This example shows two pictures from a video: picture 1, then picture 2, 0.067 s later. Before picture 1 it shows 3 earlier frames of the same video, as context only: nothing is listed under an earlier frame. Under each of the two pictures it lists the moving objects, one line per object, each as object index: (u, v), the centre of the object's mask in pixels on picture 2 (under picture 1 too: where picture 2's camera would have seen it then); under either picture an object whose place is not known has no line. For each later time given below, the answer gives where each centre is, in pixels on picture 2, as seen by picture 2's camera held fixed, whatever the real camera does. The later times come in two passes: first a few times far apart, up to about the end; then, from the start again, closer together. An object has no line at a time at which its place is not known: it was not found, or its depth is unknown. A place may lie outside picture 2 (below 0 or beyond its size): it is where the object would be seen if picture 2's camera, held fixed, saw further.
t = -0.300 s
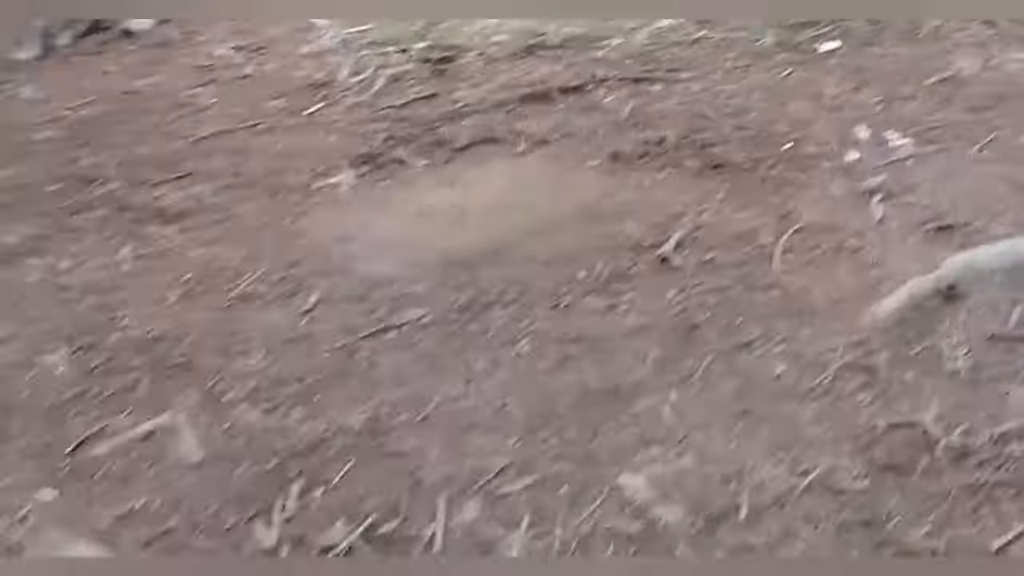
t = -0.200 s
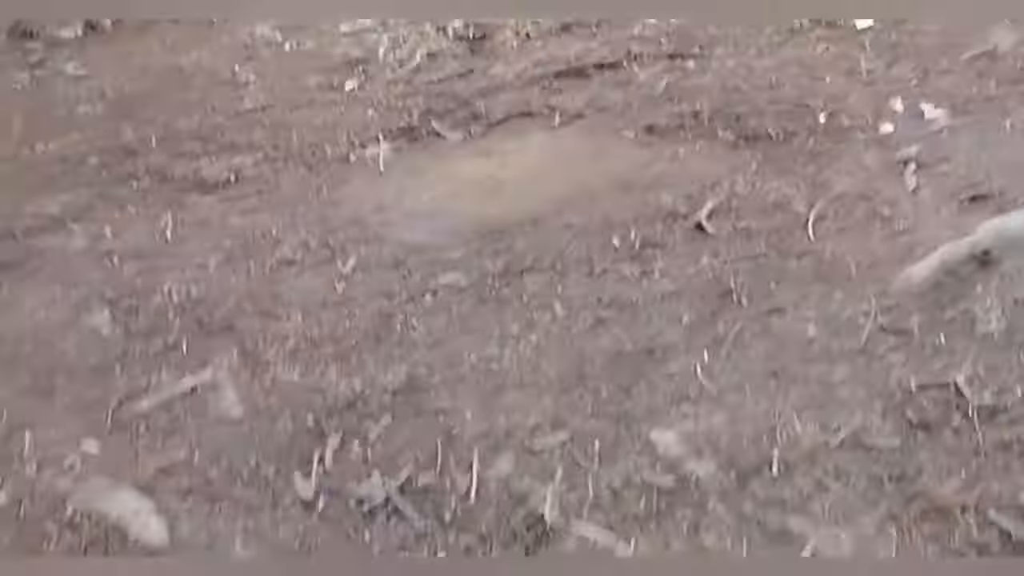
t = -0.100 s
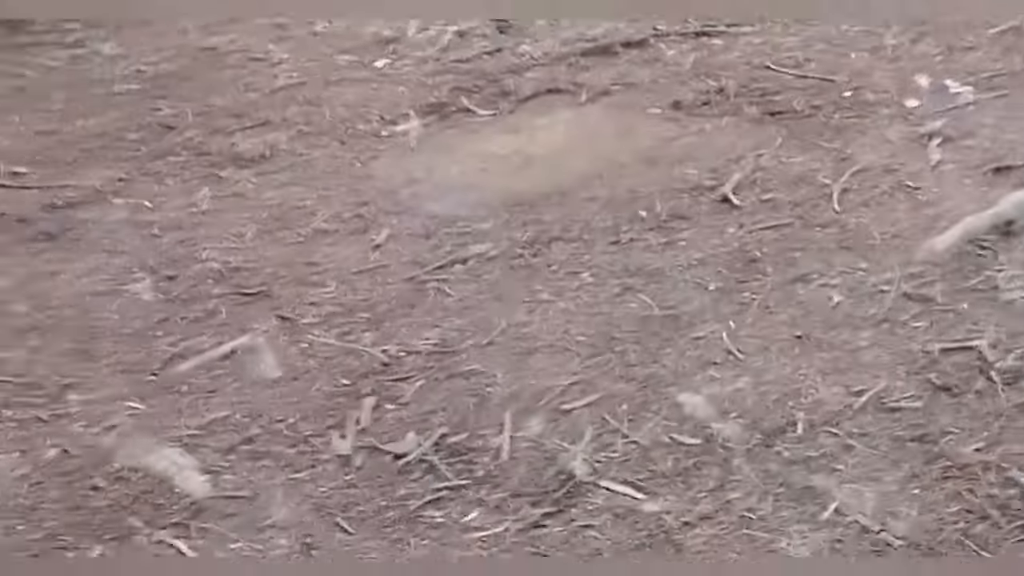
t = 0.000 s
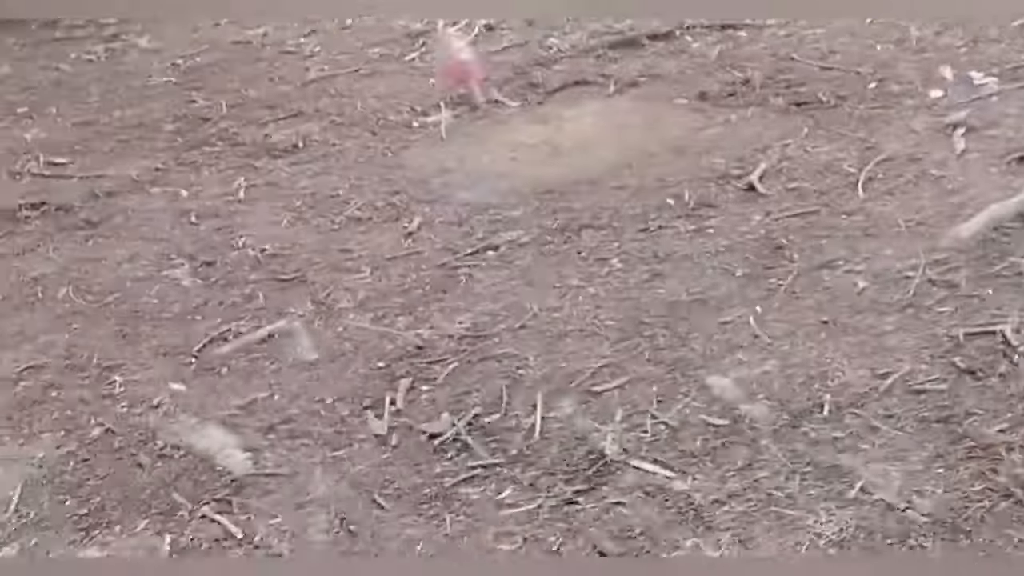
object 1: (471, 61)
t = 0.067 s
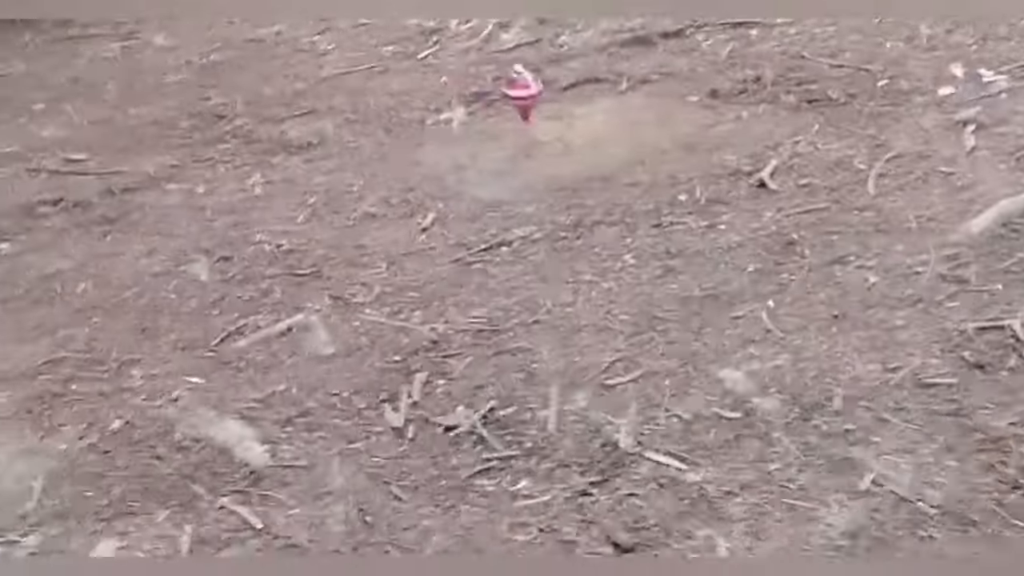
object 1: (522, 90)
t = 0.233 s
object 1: (562, 68)
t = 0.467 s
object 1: (567, 57)
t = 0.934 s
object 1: (554, 58)
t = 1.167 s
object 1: (548, 61)
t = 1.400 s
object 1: (548, 63)
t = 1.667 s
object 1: (538, 68)
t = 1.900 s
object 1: (533, 69)
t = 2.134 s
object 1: (533, 70)
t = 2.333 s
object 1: (532, 69)
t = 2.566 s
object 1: (530, 69)
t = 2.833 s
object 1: (534, 68)
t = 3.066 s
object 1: (541, 69)
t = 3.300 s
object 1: (545, 66)
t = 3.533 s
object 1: (545, 66)
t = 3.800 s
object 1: (543, 65)
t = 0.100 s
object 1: (530, 80)
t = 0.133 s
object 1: (539, 75)
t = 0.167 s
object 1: (549, 76)
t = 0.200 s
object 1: (555, 70)
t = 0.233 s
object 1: (562, 68)
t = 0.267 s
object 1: (564, 64)
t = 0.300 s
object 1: (565, 61)
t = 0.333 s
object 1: (567, 60)
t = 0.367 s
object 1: (567, 58)
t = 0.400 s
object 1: (567, 58)
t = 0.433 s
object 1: (567, 58)
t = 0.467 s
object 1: (567, 57)
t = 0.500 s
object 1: (567, 57)
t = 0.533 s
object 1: (568, 57)
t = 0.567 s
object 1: (567, 57)
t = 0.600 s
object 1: (564, 58)
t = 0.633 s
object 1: (560, 58)
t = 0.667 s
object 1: (558, 58)
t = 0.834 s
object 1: (554, 58)
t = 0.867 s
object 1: (554, 59)
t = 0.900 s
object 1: (555, 58)
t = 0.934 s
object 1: (554, 58)
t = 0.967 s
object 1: (552, 60)
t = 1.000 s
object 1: (550, 60)
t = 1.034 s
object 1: (549, 60)
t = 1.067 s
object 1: (549, 60)
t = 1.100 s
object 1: (549, 60)
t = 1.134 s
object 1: (549, 61)
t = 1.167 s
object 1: (548, 61)
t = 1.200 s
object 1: (548, 61)
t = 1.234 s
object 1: (548, 61)
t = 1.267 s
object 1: (548, 61)
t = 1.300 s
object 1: (548, 62)
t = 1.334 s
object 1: (548, 62)
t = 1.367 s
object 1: (548, 62)
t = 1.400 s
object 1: (548, 63)
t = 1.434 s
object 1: (547, 63)
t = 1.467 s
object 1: (547, 63)
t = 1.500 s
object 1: (546, 63)
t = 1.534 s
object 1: (545, 65)
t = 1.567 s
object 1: (542, 66)
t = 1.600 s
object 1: (540, 67)
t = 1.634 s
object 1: (538, 67)
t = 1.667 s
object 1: (538, 68)
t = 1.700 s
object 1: (538, 68)
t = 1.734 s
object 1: (539, 67)
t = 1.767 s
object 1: (539, 68)
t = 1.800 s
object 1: (536, 69)
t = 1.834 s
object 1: (534, 70)
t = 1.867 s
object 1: (533, 69)
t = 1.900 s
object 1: (533, 69)
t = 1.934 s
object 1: (533, 69)
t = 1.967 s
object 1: (532, 69)
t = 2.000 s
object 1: (531, 70)
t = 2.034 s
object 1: (531, 69)
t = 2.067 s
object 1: (531, 69)
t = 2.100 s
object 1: (532, 69)
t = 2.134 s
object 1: (533, 70)
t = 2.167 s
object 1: (533, 69)
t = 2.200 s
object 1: (533, 69)
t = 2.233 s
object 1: (533, 69)
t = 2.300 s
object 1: (533, 69)
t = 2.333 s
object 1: (532, 69)
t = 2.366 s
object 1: (531, 69)
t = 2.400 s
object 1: (531, 69)
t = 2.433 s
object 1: (532, 69)
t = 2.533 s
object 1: (531, 69)
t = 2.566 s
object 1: (530, 69)
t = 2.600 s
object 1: (529, 69)
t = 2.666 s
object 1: (531, 68)
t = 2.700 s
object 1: (532, 68)
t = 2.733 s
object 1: (533, 69)
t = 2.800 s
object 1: (533, 69)
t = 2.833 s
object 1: (534, 68)
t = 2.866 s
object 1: (535, 68)
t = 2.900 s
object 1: (537, 68)
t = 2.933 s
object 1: (537, 68)
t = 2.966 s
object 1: (538, 68)
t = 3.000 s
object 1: (539, 68)
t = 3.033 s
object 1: (540, 69)
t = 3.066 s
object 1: (541, 69)
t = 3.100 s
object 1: (542, 69)
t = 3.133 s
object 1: (543, 69)
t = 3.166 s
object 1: (543, 68)
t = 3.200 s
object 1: (544, 68)
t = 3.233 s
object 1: (545, 66)
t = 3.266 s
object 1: (545, 65)
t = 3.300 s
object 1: (545, 66)
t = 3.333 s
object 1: (544, 66)
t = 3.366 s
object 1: (544, 65)
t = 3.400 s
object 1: (545, 65)
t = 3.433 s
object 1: (546, 66)
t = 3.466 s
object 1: (545, 66)
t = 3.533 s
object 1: (545, 66)
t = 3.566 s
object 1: (545, 66)
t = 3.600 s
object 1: (546, 65)
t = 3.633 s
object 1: (546, 65)
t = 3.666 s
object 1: (546, 66)
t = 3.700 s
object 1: (545, 66)
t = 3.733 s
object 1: (545, 66)
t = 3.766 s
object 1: (544, 65)
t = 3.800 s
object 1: (543, 65)
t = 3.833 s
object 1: (542, 66)
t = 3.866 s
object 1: (542, 66)
